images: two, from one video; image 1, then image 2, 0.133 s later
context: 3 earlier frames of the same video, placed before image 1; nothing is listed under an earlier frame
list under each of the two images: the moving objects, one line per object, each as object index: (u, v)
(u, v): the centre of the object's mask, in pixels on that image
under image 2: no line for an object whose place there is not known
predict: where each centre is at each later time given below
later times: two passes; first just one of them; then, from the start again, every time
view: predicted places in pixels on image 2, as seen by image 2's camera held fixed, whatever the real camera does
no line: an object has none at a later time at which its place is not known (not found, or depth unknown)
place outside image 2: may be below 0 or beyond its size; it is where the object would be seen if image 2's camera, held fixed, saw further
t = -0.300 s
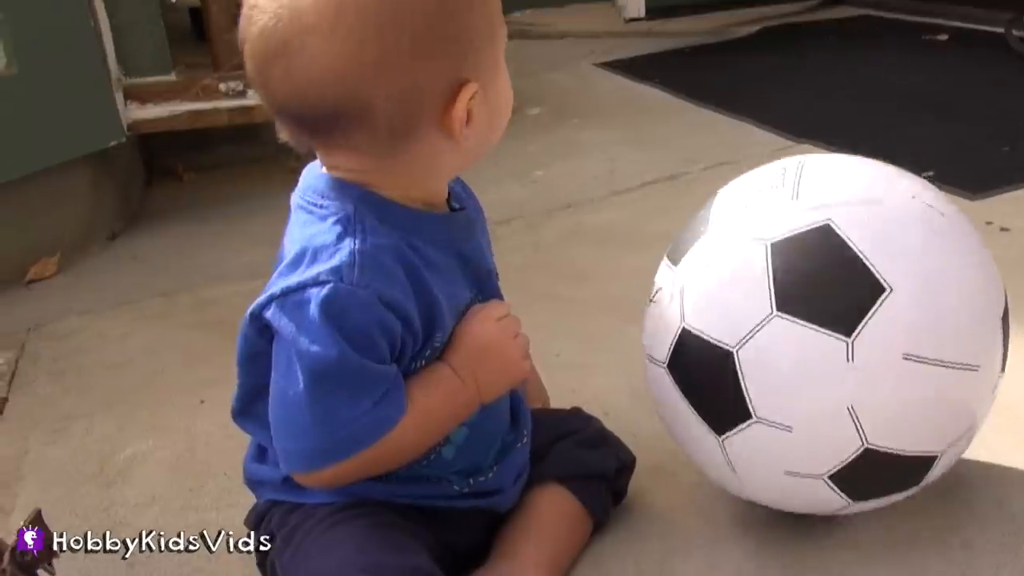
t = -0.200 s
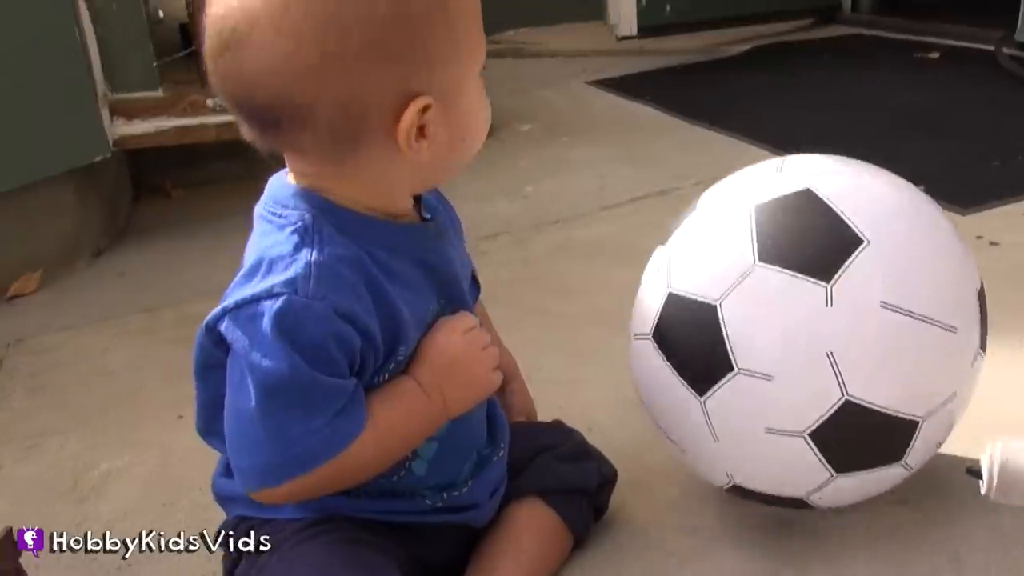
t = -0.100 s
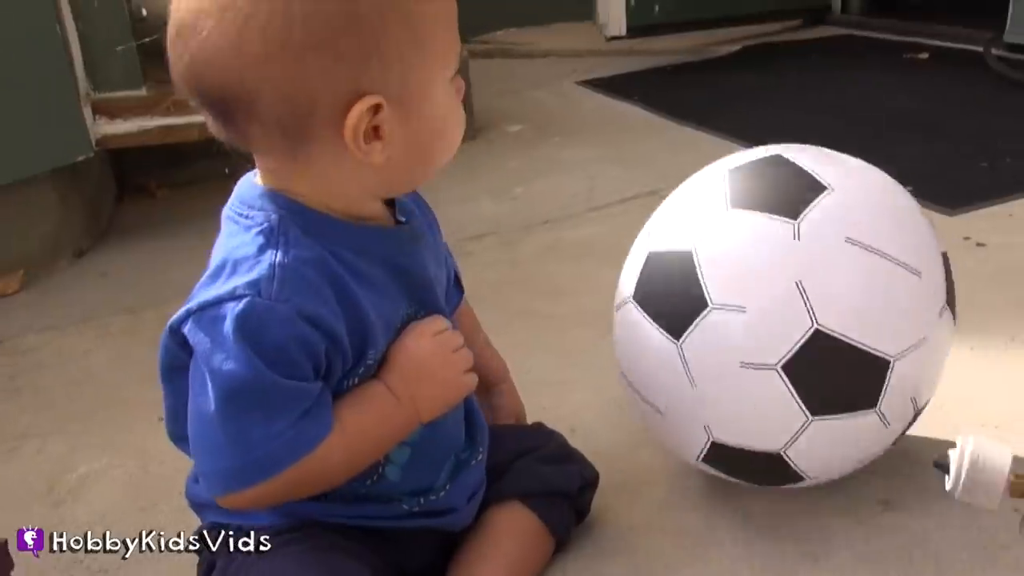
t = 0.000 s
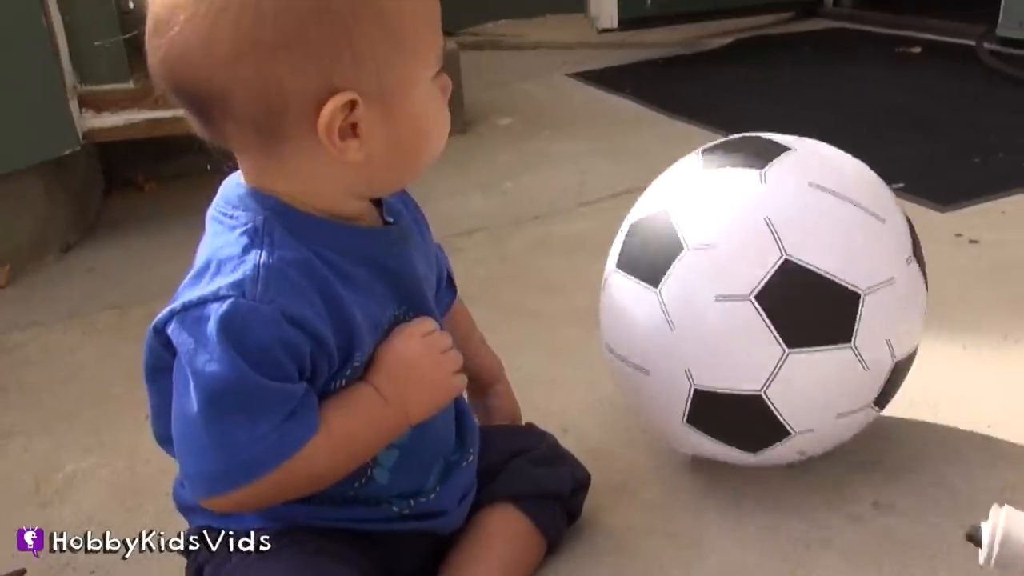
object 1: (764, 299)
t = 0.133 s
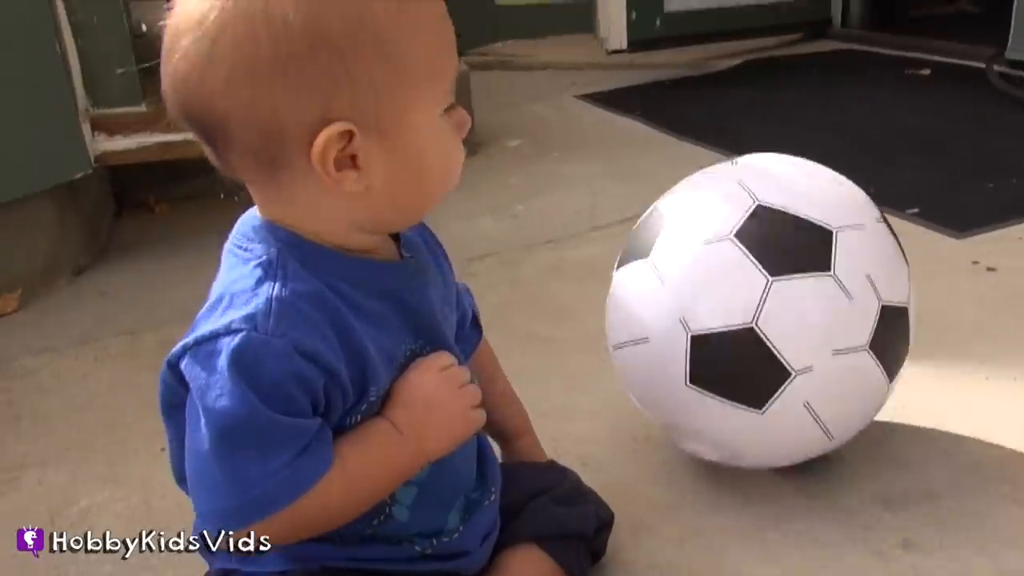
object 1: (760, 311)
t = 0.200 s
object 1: (745, 301)
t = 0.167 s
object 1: (754, 307)
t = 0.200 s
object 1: (745, 301)
